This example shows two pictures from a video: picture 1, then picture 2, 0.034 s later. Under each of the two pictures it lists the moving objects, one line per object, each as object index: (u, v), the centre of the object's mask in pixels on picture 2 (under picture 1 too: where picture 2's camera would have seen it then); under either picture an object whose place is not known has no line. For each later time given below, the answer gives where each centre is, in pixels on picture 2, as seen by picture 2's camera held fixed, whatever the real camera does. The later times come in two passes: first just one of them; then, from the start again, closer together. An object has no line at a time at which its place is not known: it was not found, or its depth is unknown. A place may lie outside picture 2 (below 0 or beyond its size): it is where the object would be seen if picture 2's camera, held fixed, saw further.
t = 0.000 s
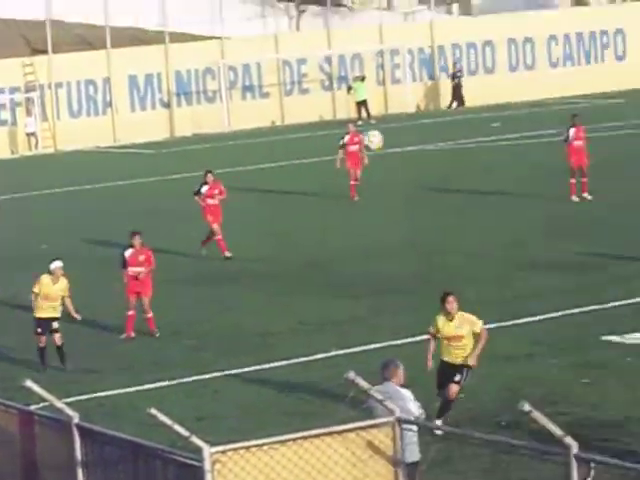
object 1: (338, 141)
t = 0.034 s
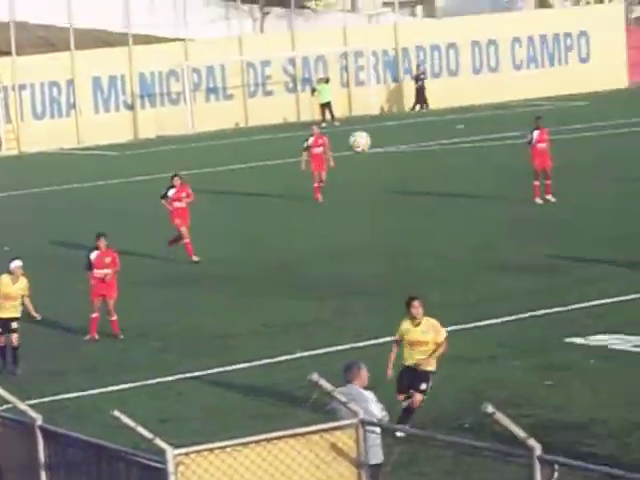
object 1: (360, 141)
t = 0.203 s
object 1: (487, 155)
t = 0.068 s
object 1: (383, 142)
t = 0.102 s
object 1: (408, 144)
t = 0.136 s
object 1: (434, 146)
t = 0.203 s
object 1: (487, 155)
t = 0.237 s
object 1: (516, 160)
